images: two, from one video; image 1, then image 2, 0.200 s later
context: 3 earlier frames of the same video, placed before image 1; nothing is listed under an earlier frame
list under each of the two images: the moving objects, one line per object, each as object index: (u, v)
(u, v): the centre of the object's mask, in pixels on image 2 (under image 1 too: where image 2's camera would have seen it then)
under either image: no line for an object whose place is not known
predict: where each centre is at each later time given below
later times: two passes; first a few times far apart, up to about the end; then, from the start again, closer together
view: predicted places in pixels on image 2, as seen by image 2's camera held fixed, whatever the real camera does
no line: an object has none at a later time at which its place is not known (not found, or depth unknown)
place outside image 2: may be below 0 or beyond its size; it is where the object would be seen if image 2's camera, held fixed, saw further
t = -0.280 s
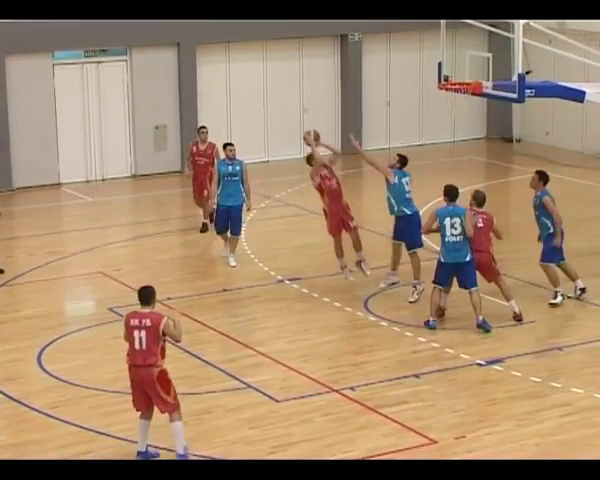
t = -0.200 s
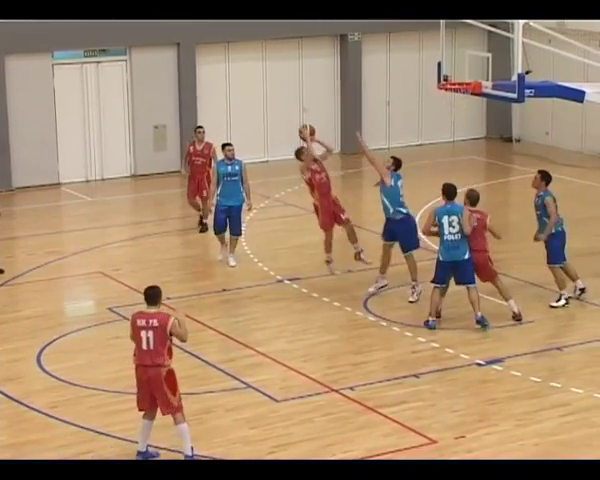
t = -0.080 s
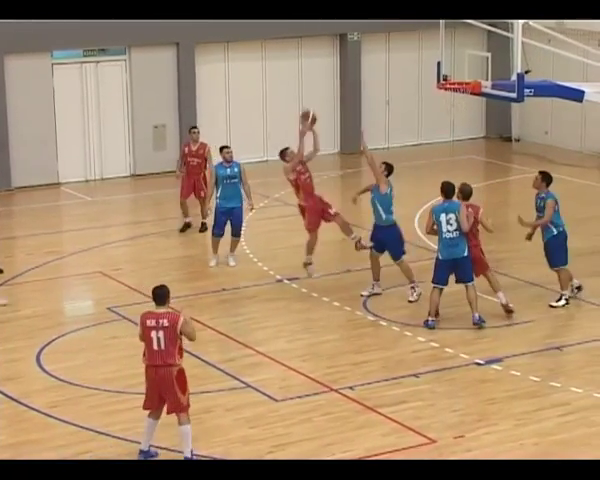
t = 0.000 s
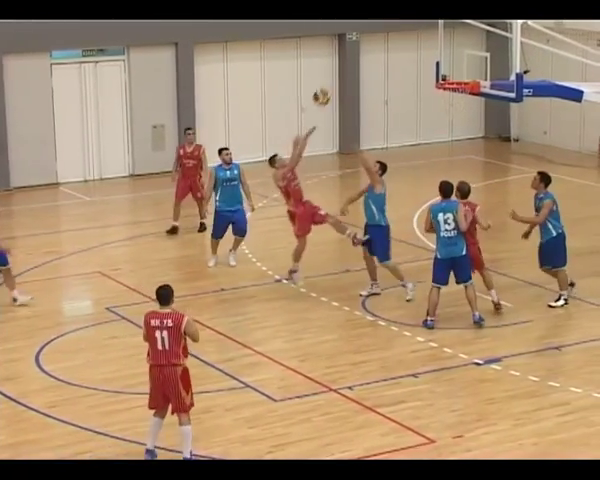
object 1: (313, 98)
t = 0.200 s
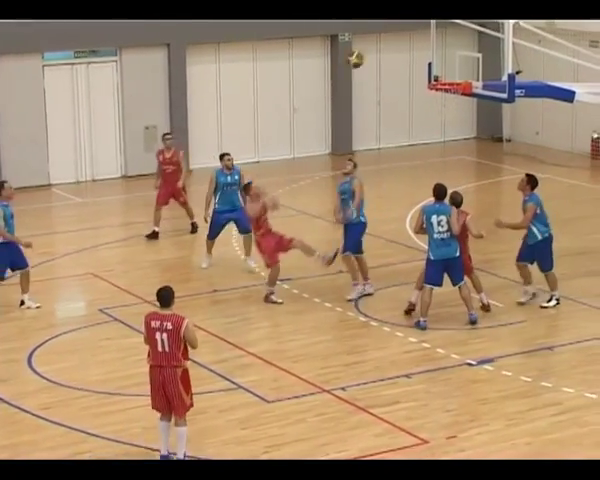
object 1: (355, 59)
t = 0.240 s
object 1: (362, 55)
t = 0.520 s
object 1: (421, 55)
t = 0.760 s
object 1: (439, 80)
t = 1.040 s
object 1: (435, 112)
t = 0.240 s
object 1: (362, 55)
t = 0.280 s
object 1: (371, 51)
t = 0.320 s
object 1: (379, 49)
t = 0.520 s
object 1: (421, 55)
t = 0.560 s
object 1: (429, 60)
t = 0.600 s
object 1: (438, 65)
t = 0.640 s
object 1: (446, 73)
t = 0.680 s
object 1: (454, 78)
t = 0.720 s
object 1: (451, 80)
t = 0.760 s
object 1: (439, 80)
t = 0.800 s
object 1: (446, 80)
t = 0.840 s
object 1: (451, 86)
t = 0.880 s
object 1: (451, 94)
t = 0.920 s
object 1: (447, 98)
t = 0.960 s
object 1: (441, 103)
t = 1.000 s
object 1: (438, 108)
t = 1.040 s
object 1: (435, 112)
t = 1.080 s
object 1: (433, 114)
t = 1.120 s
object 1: (431, 118)
